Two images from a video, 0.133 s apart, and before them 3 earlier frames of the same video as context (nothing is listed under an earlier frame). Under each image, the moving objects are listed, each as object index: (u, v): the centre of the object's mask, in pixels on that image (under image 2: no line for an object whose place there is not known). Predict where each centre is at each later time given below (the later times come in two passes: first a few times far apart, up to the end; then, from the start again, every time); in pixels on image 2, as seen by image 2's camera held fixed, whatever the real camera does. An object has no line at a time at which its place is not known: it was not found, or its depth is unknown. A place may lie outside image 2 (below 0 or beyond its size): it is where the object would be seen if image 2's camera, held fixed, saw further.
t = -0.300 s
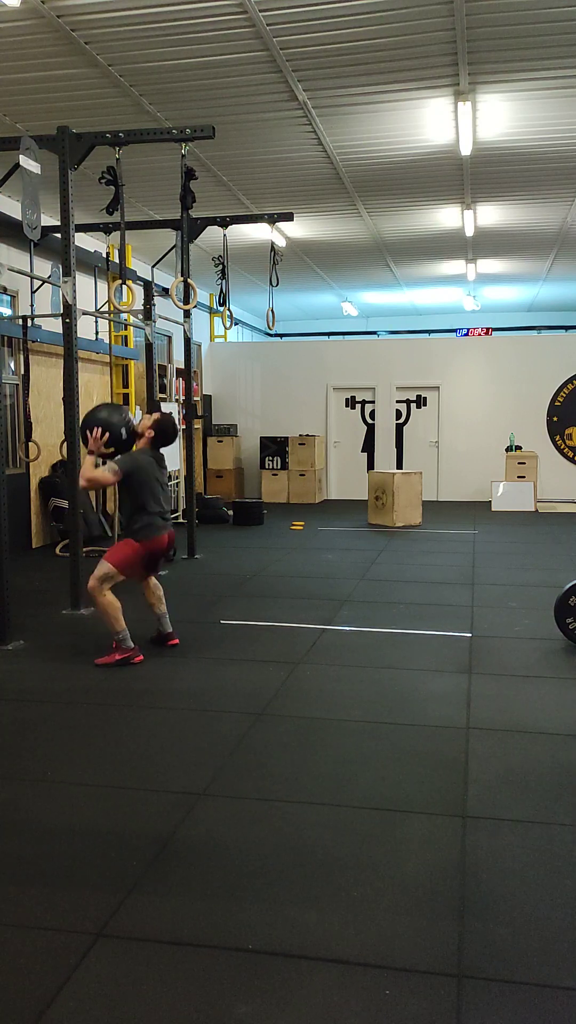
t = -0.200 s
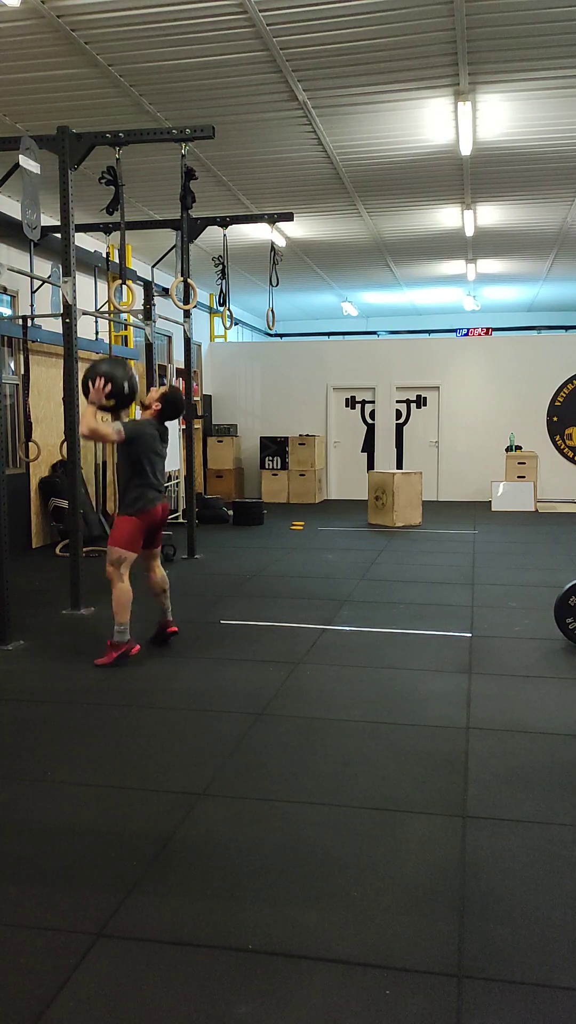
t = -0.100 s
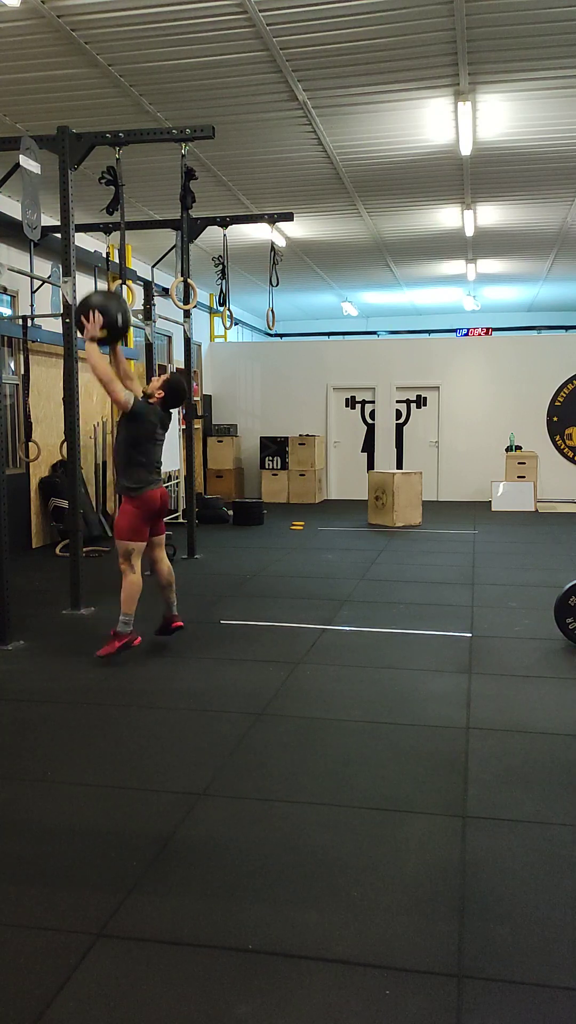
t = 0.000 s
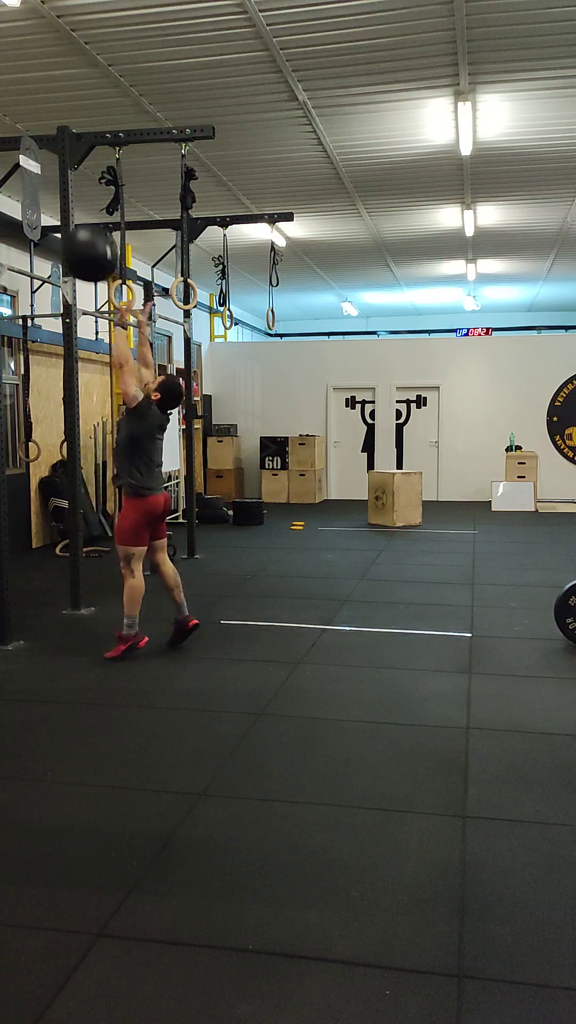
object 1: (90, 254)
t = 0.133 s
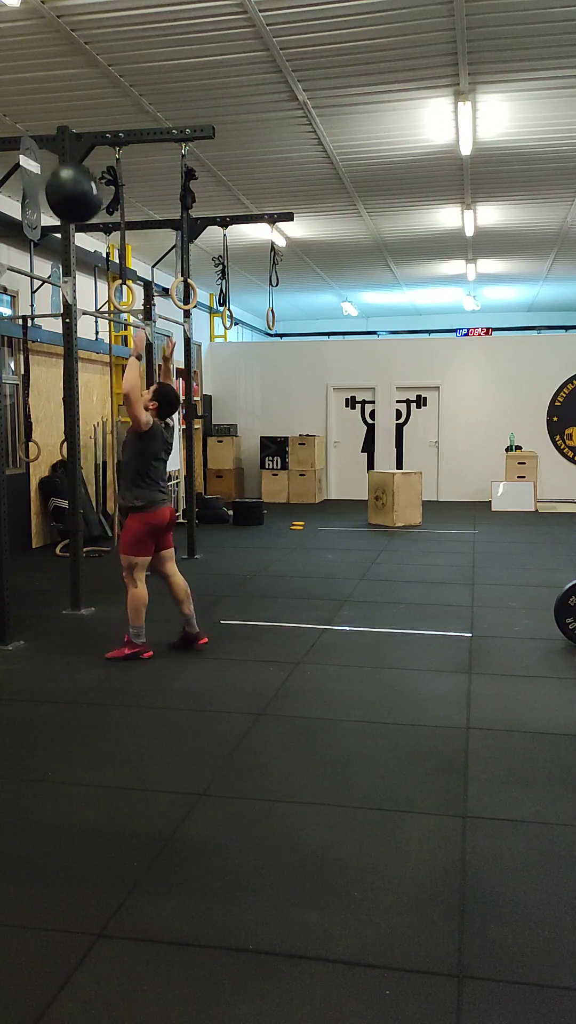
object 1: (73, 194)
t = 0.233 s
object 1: (61, 168)
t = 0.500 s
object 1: (65, 179)
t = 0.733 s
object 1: (87, 279)
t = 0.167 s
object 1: (69, 184)
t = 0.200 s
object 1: (65, 175)
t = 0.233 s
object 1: (61, 168)
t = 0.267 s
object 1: (57, 164)
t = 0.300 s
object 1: (54, 160)
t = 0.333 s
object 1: (53, 159)
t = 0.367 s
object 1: (54, 159)
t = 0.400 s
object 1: (57, 161)
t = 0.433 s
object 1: (59, 165)
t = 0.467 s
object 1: (62, 171)
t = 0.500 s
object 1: (65, 179)
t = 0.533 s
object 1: (68, 188)
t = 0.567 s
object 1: (71, 198)
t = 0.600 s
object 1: (74, 211)
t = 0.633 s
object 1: (78, 225)
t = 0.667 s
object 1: (81, 242)
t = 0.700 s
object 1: (84, 260)
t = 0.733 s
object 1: (87, 279)
